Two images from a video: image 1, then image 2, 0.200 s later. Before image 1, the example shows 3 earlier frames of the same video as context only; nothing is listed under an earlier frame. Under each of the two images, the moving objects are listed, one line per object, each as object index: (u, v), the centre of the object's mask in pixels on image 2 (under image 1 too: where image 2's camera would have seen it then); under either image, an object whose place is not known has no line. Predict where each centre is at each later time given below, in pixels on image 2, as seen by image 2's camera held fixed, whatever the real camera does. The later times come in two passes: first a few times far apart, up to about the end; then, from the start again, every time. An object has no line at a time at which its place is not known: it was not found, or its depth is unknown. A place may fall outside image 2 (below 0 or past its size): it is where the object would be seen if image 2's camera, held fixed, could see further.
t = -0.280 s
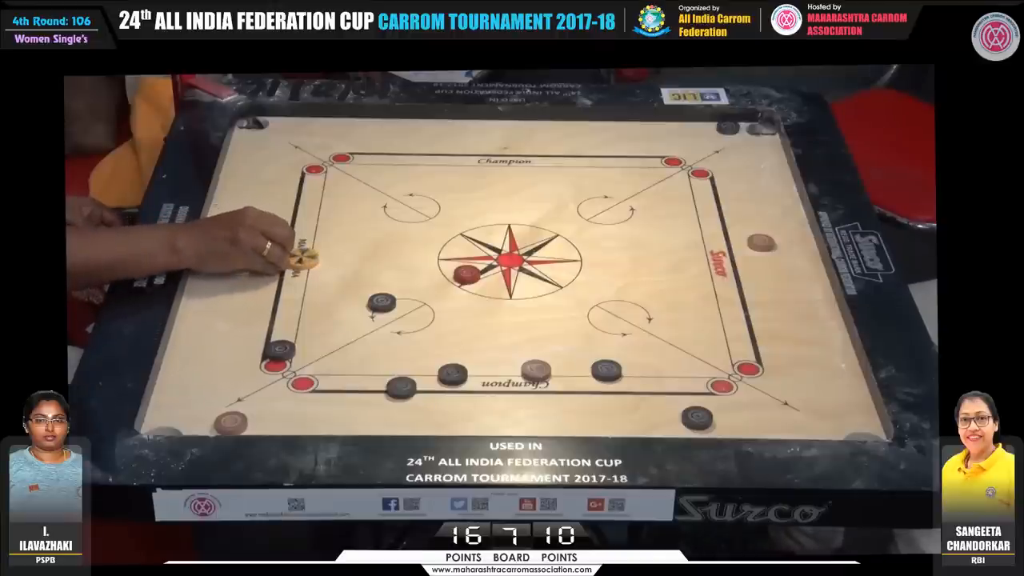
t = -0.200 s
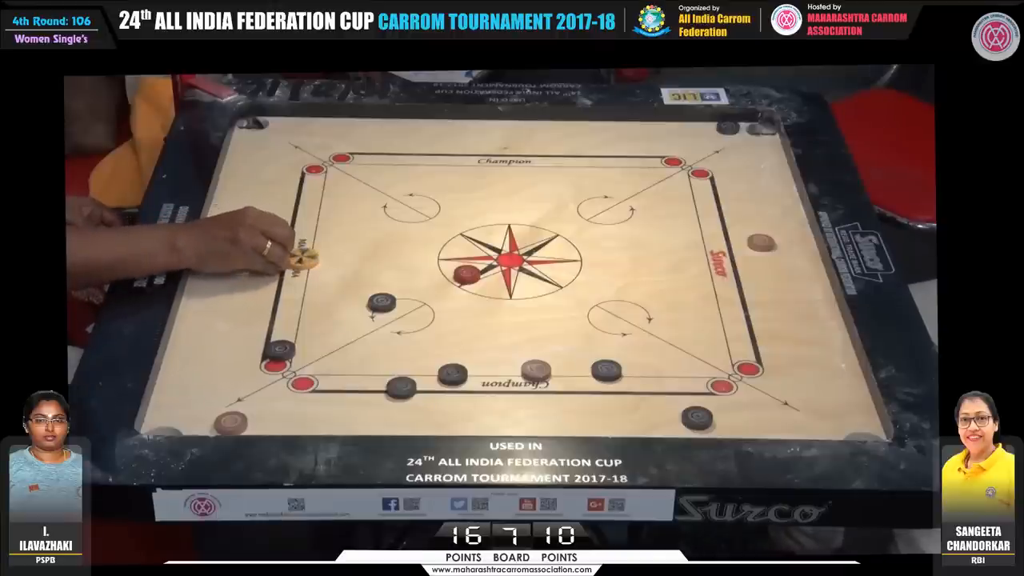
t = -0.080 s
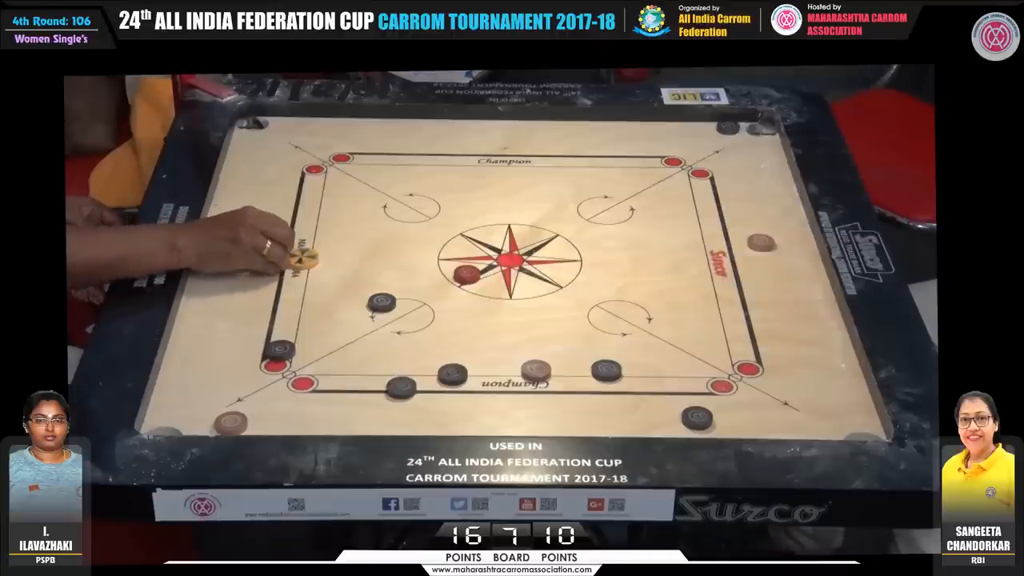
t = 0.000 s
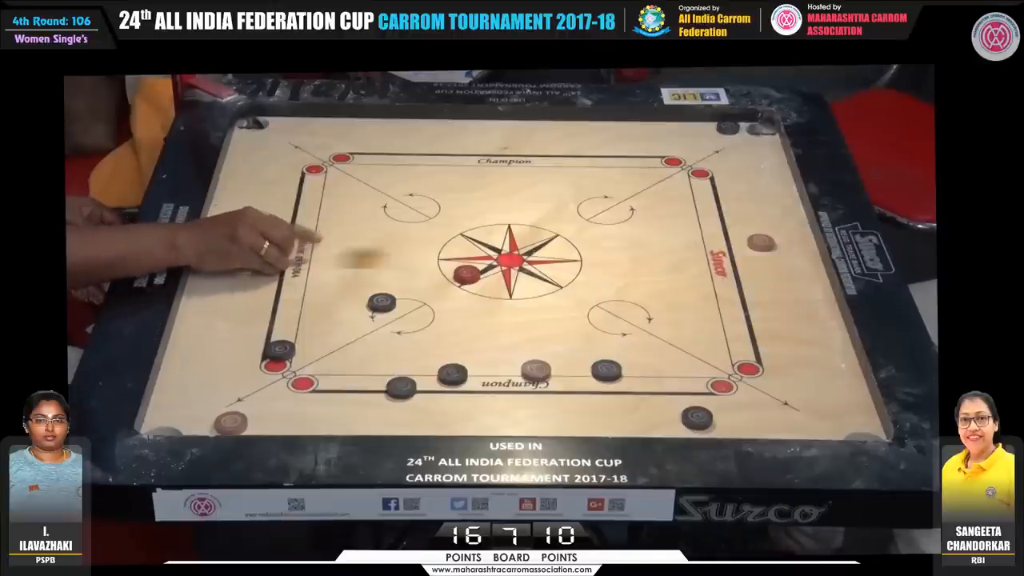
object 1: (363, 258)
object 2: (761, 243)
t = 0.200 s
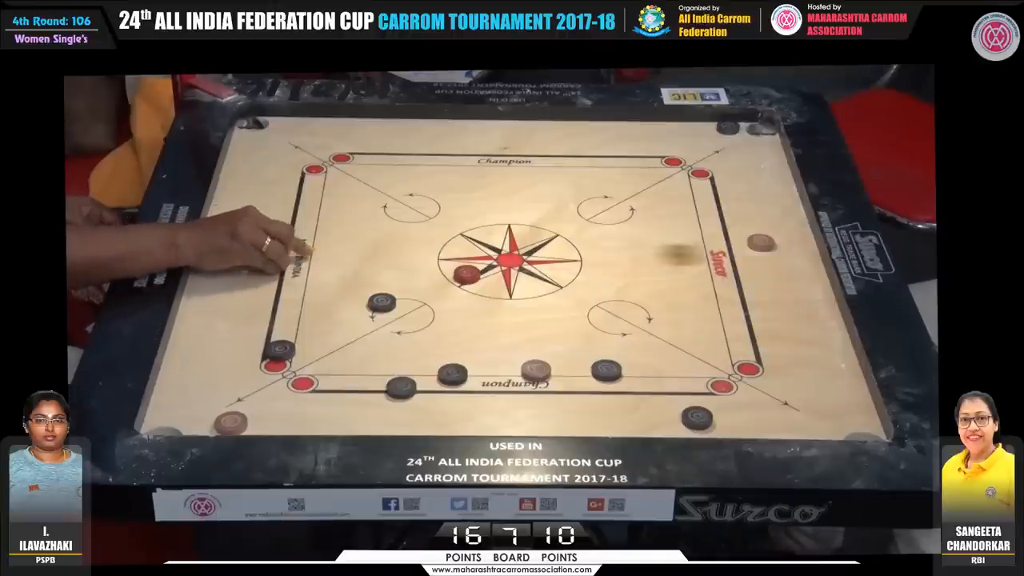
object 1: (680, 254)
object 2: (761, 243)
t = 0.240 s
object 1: (737, 253)
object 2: (761, 243)
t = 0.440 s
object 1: (708, 277)
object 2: (635, 191)
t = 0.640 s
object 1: (585, 294)
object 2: (490, 159)
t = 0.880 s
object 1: (476, 308)
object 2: (382, 137)
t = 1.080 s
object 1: (424, 313)
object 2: (333, 129)
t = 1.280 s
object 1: (412, 313)
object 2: (321, 127)
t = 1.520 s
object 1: (411, 314)
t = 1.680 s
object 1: (412, 313)
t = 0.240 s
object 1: (737, 253)
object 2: (761, 243)
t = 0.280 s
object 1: (780, 258)
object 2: (793, 227)
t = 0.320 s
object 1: (799, 263)
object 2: (751, 218)
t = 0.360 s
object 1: (768, 268)
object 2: (709, 208)
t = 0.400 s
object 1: (736, 272)
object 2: (670, 200)
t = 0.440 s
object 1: (708, 277)
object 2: (635, 191)
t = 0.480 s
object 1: (681, 280)
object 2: (602, 184)
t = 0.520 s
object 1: (655, 284)
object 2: (571, 177)
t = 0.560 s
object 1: (630, 288)
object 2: (543, 171)
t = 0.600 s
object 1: (606, 291)
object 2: (515, 165)
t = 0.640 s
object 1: (585, 294)
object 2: (490, 159)
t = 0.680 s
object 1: (563, 297)
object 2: (468, 154)
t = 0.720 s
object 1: (544, 300)
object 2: (448, 149)
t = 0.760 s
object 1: (525, 302)
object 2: (429, 146)
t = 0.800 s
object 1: (507, 305)
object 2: (411, 143)
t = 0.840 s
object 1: (490, 306)
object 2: (396, 140)
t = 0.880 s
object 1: (476, 308)
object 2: (382, 137)
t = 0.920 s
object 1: (462, 310)
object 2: (369, 135)
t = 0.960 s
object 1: (452, 311)
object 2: (357, 132)
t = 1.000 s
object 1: (440, 312)
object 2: (348, 131)
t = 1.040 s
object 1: (432, 313)
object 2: (340, 130)
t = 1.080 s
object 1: (424, 313)
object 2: (333, 129)
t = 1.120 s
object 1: (418, 313)
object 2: (328, 128)
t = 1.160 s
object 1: (415, 313)
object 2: (324, 127)
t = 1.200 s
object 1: (413, 314)
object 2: (322, 127)
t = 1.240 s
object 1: (412, 314)
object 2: (321, 127)
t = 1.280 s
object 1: (412, 313)
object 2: (321, 127)
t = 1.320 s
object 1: (412, 313)
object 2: (321, 127)
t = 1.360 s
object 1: (412, 313)
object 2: (321, 127)
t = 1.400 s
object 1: (411, 314)
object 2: (321, 127)
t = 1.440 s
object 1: (411, 314)
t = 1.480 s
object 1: (411, 314)
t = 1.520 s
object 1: (411, 314)
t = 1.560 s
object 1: (412, 313)
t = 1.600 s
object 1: (411, 314)
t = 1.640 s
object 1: (412, 313)
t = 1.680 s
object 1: (412, 313)
